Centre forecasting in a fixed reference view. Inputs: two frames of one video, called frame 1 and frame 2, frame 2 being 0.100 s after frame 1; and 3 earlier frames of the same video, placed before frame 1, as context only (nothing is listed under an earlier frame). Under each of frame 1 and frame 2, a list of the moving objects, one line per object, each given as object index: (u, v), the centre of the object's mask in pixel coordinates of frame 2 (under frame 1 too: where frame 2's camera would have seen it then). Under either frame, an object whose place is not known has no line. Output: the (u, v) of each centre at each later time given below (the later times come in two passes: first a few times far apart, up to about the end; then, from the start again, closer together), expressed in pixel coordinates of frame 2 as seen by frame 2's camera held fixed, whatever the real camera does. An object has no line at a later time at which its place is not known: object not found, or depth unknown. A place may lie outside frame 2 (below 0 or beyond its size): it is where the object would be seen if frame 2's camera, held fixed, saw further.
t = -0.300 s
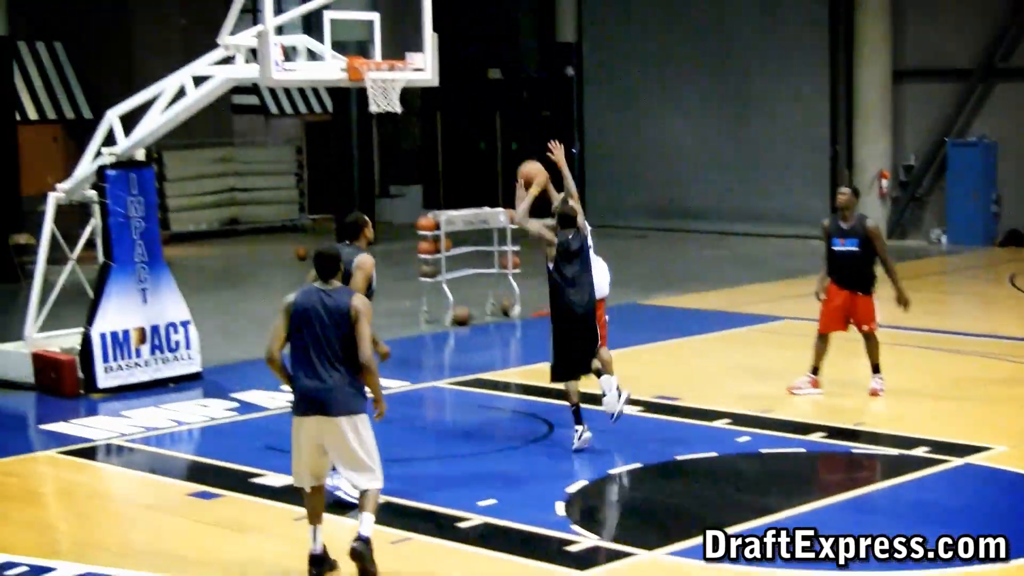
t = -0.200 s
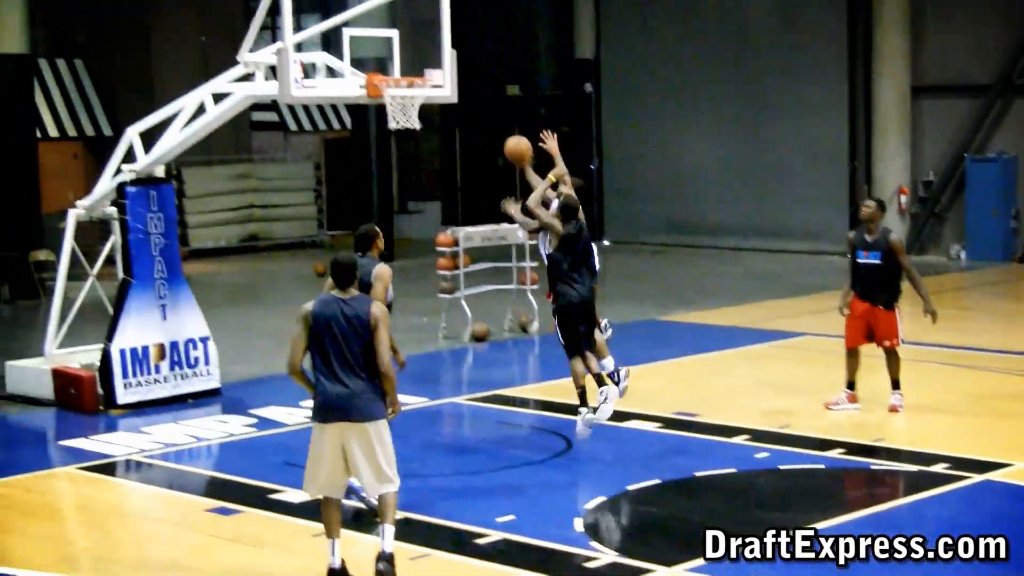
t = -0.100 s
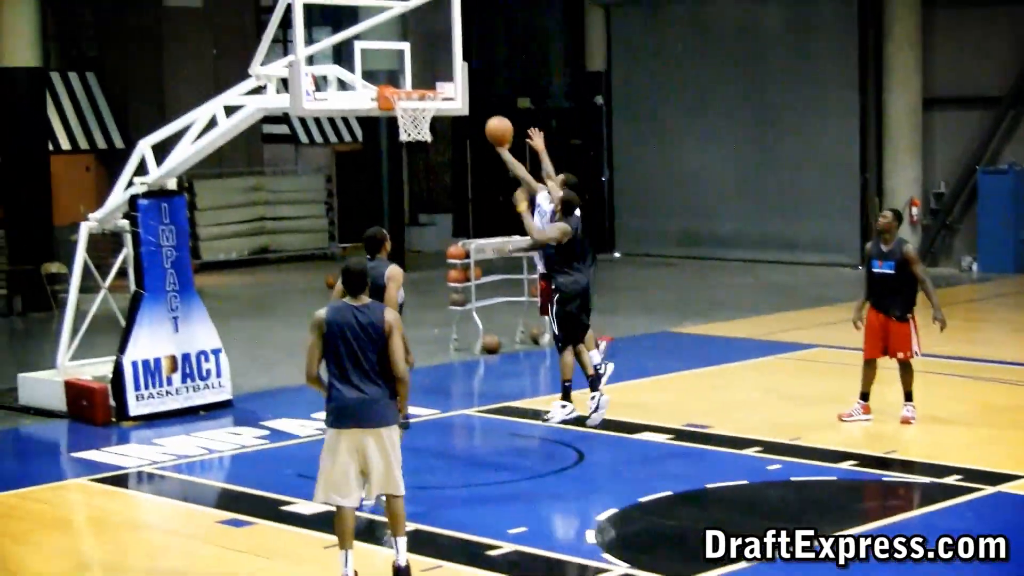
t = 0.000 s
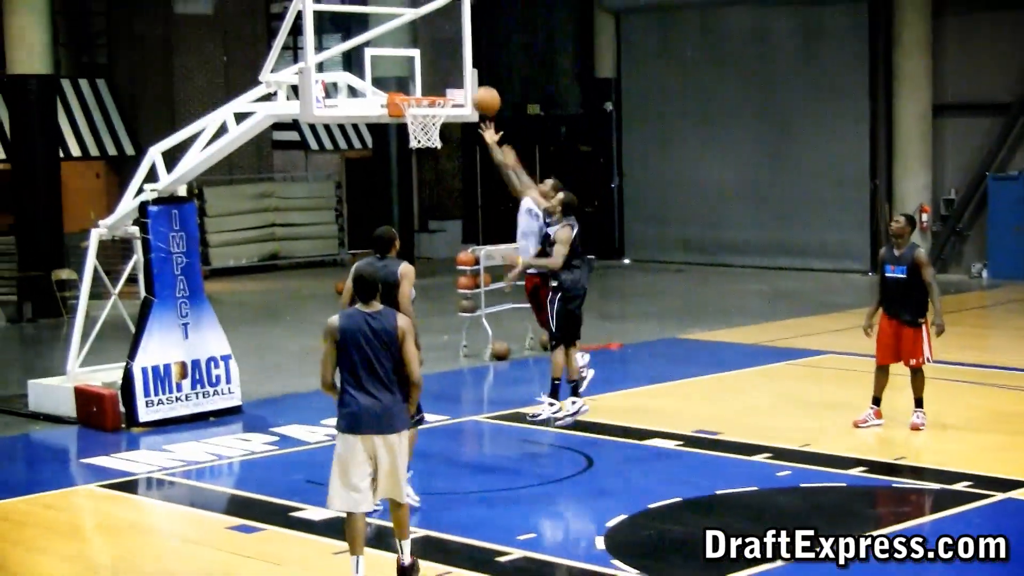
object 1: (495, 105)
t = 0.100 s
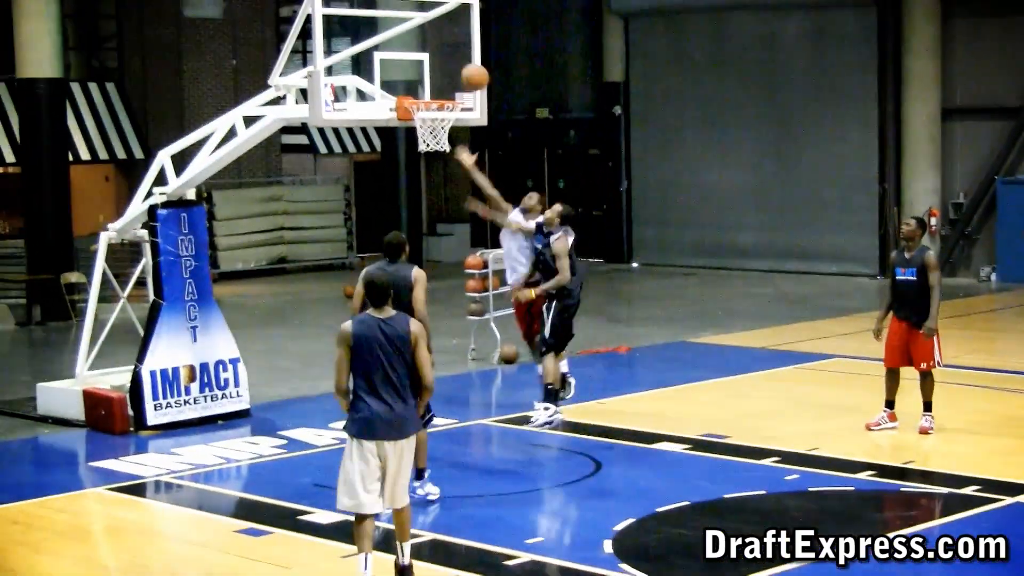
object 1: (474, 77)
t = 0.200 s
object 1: (455, 62)
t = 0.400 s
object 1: (434, 58)
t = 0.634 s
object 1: (430, 110)
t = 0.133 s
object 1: (467, 71)
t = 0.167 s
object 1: (461, 66)
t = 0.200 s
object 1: (455, 62)
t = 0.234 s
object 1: (448, 59)
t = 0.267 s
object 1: (442, 57)
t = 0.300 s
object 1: (436, 56)
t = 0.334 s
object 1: (435, 56)
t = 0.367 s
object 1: (435, 57)
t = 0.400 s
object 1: (434, 58)
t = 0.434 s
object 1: (434, 62)
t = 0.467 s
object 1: (433, 67)
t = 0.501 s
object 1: (432, 72)
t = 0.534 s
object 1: (431, 79)
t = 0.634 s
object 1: (430, 110)
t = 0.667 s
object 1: (427, 119)
